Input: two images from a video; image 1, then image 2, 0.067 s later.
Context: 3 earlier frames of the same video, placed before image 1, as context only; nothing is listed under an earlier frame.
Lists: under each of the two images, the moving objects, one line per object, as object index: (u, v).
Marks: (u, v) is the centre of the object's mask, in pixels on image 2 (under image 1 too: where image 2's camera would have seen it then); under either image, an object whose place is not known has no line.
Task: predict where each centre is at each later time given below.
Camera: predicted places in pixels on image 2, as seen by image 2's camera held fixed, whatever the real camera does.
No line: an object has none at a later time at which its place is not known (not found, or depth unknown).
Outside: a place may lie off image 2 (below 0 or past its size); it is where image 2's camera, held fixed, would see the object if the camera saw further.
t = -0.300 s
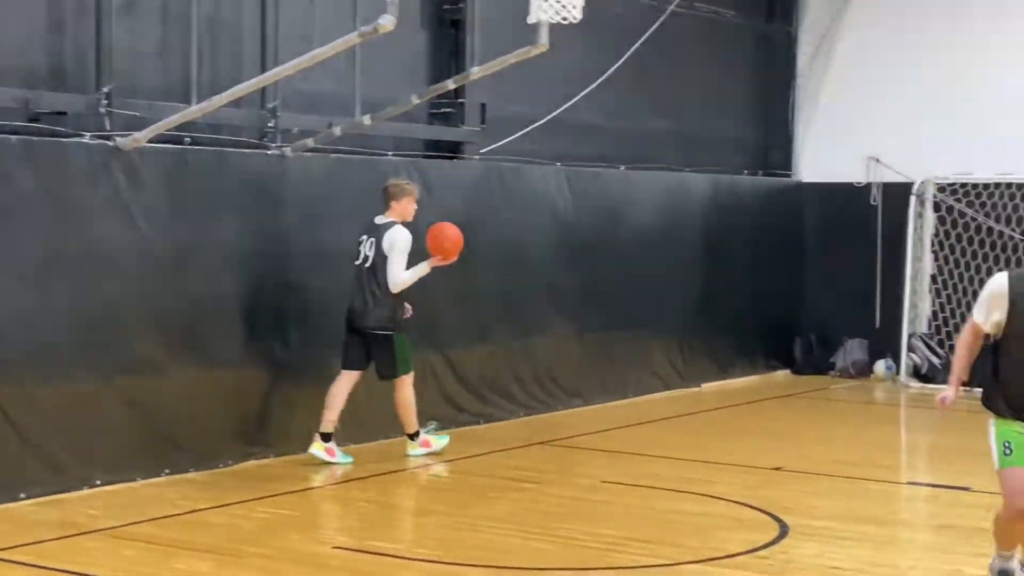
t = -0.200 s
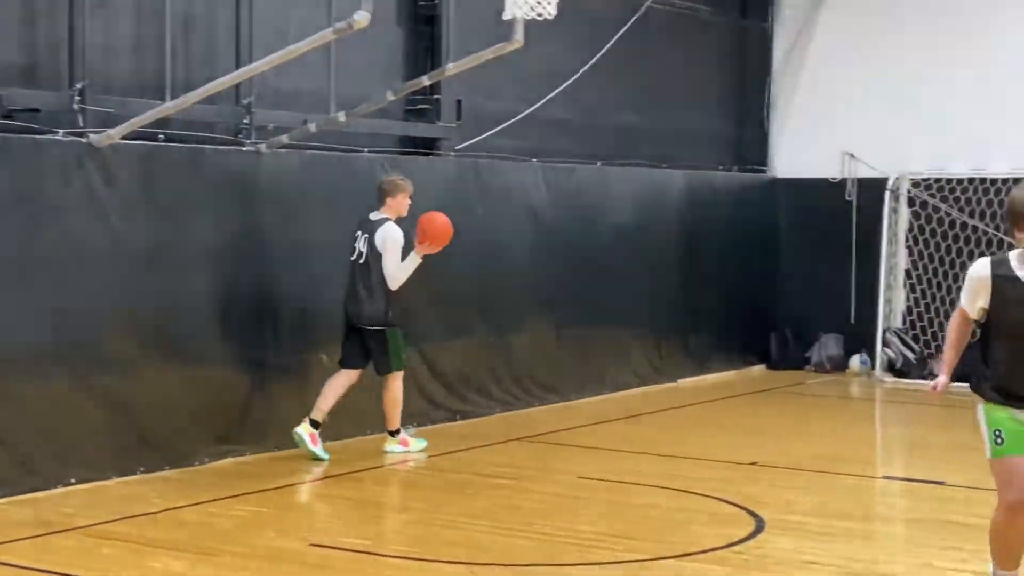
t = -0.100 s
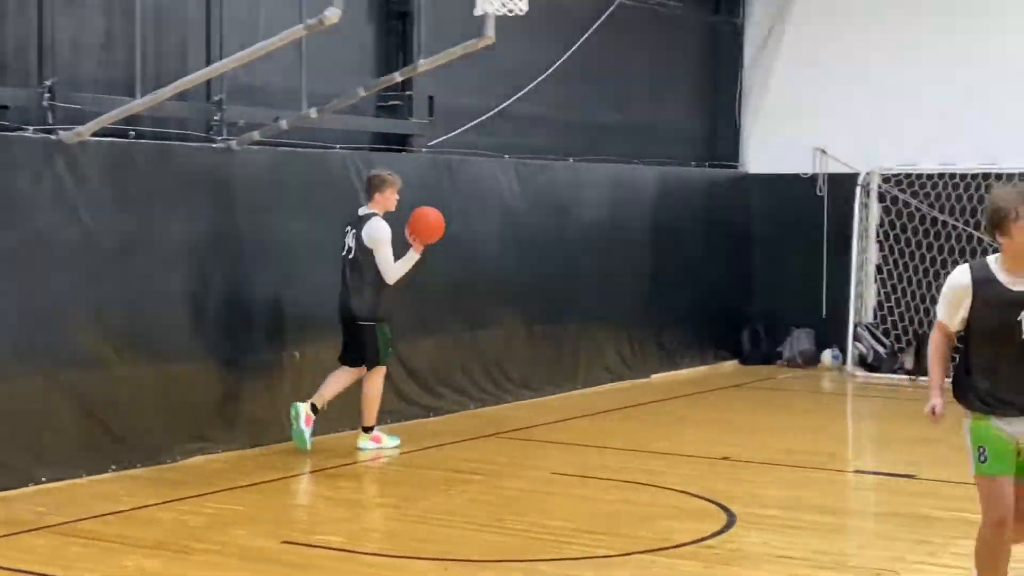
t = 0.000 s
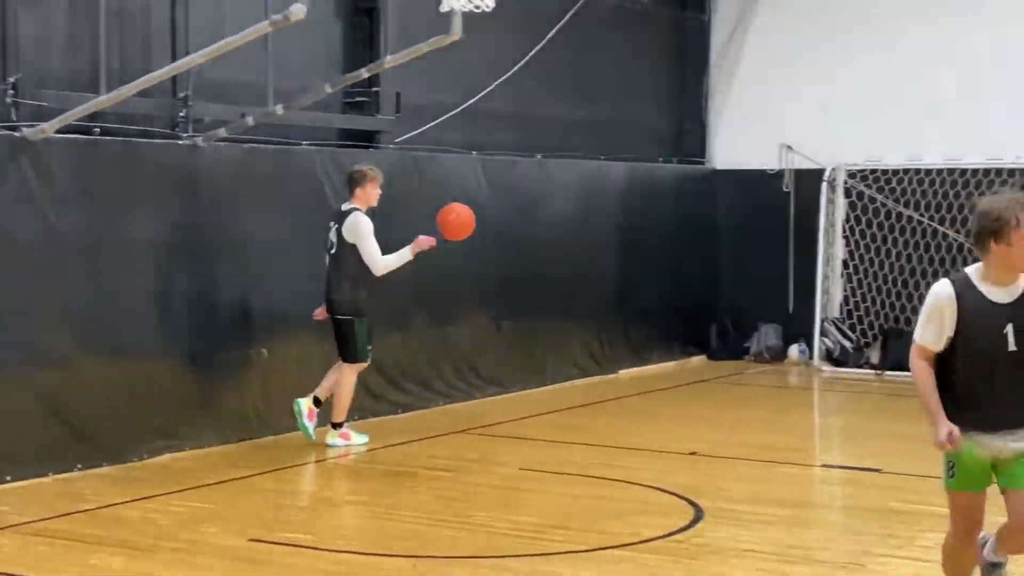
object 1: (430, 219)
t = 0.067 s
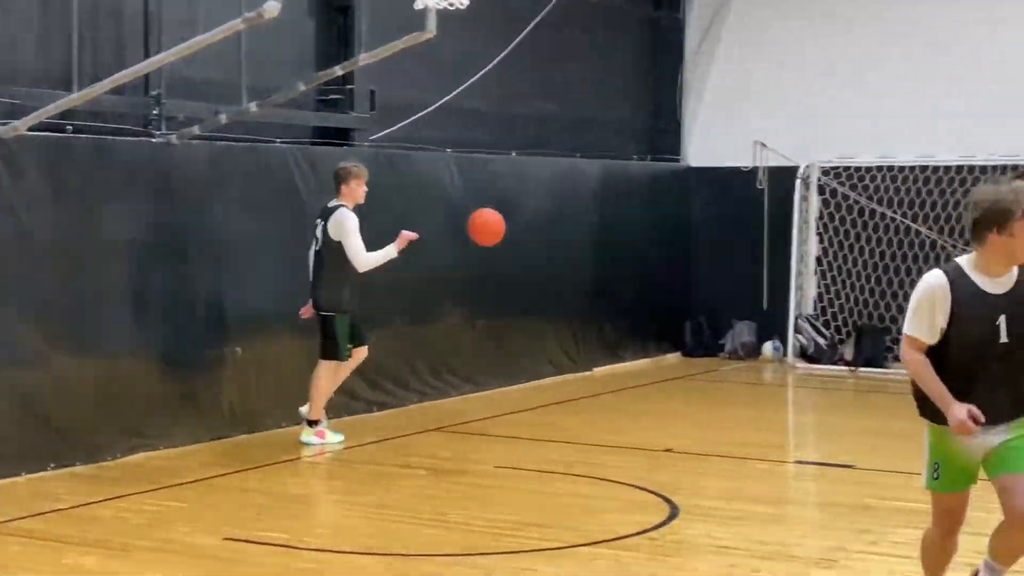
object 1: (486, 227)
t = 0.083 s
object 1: (499, 230)
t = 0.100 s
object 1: (512, 233)
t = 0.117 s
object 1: (527, 237)
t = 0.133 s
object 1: (540, 241)
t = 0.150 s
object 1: (552, 246)
